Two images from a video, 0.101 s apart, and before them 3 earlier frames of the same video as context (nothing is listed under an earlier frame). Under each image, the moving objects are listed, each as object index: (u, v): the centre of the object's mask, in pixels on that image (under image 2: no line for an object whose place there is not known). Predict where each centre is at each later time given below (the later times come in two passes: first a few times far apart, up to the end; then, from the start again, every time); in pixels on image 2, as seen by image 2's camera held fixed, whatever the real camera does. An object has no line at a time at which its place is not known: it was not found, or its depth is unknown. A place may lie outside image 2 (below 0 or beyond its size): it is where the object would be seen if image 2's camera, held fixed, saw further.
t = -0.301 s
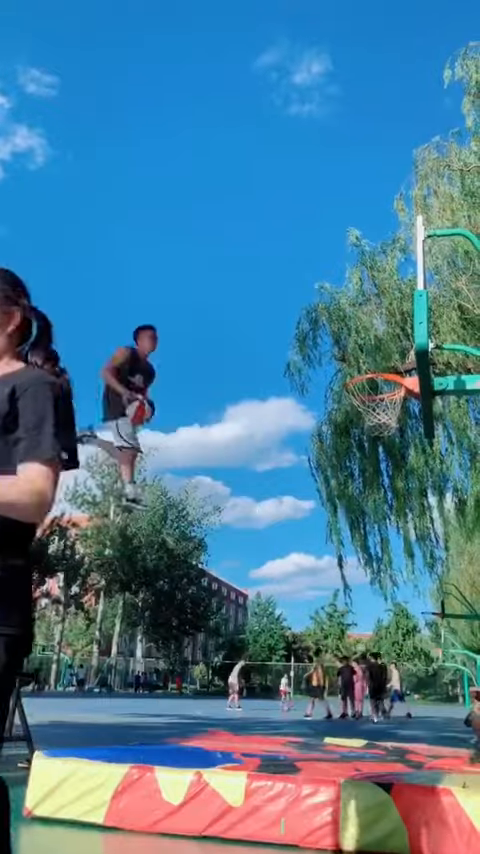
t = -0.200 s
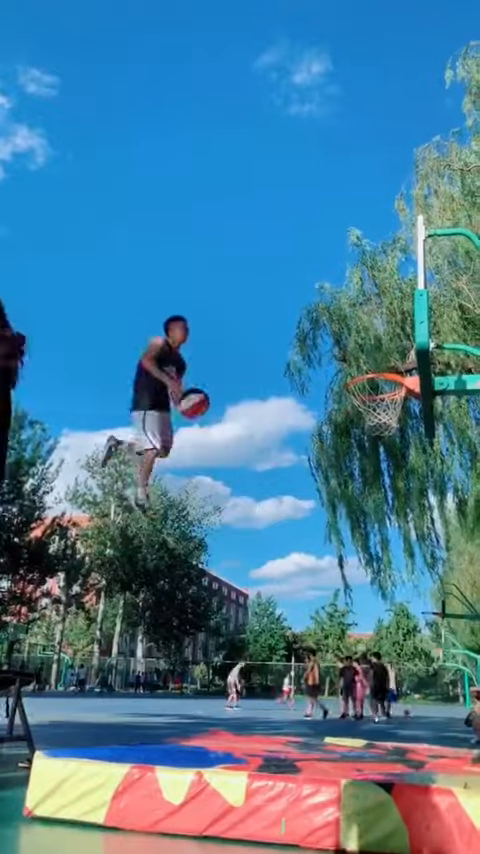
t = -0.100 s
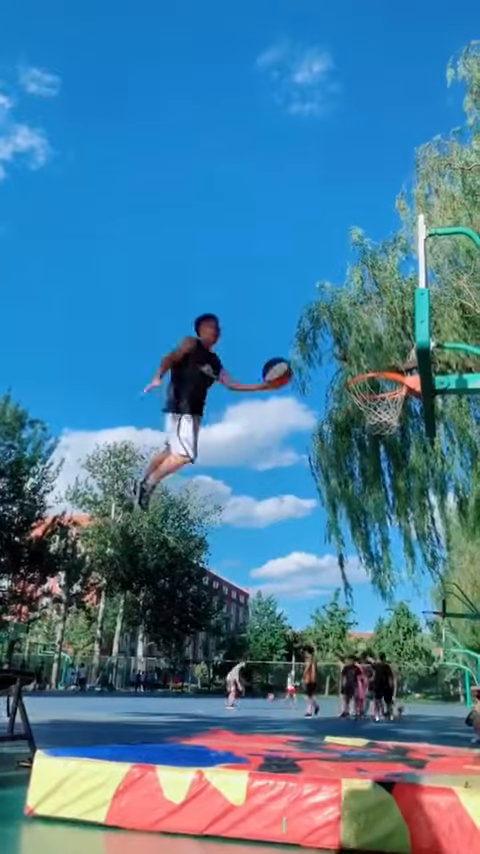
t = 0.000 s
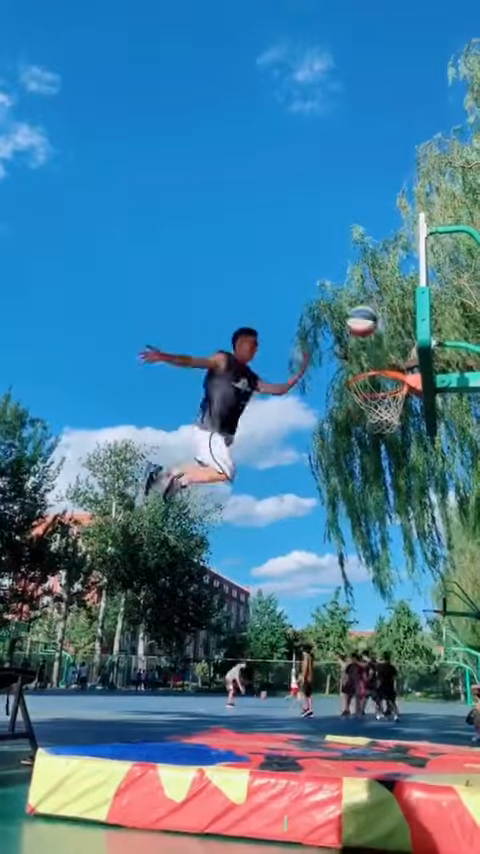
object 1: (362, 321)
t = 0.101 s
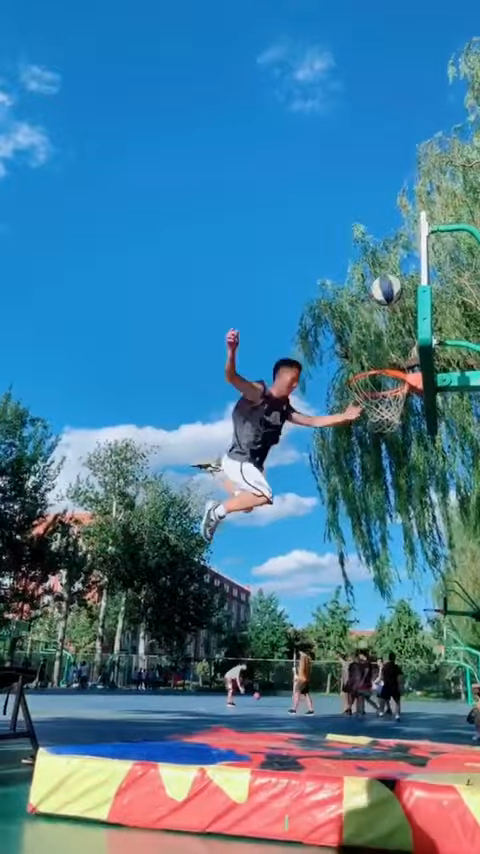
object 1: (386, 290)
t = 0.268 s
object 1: (293, 284)
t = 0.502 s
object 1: (177, 324)
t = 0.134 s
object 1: (366, 286)
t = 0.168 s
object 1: (348, 284)
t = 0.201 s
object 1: (329, 283)
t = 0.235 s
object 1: (311, 283)
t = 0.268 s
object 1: (293, 284)
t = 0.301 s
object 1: (276, 287)
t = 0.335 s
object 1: (259, 291)
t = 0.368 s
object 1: (242, 296)
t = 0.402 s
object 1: (225, 302)
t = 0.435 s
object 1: (208, 310)
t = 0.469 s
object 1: (193, 316)
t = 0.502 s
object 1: (177, 324)
